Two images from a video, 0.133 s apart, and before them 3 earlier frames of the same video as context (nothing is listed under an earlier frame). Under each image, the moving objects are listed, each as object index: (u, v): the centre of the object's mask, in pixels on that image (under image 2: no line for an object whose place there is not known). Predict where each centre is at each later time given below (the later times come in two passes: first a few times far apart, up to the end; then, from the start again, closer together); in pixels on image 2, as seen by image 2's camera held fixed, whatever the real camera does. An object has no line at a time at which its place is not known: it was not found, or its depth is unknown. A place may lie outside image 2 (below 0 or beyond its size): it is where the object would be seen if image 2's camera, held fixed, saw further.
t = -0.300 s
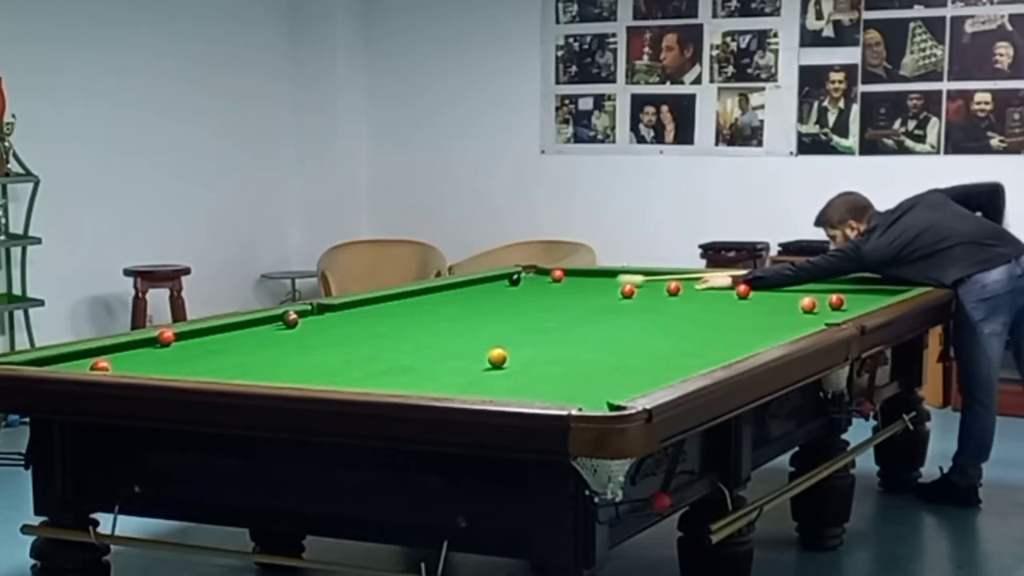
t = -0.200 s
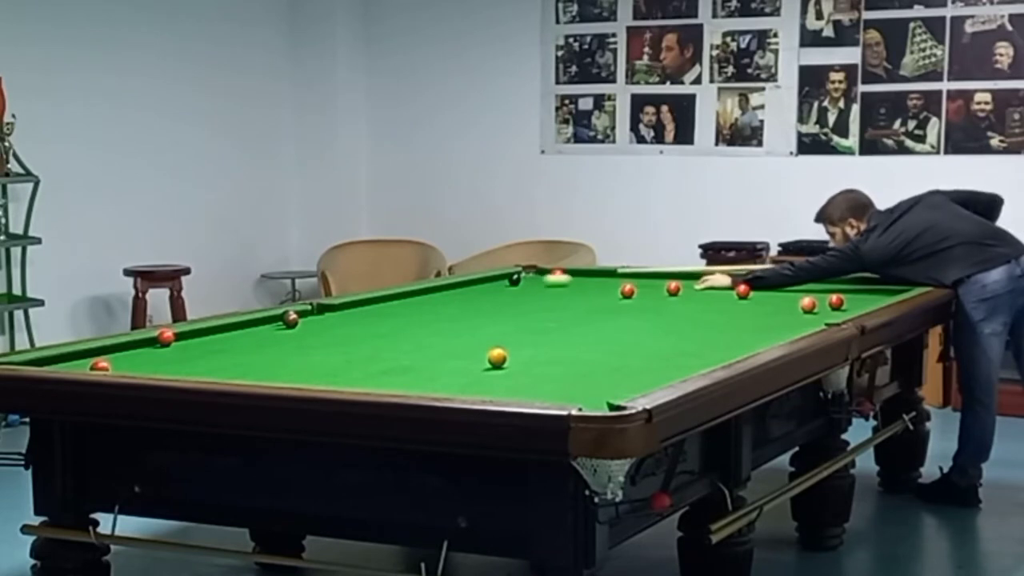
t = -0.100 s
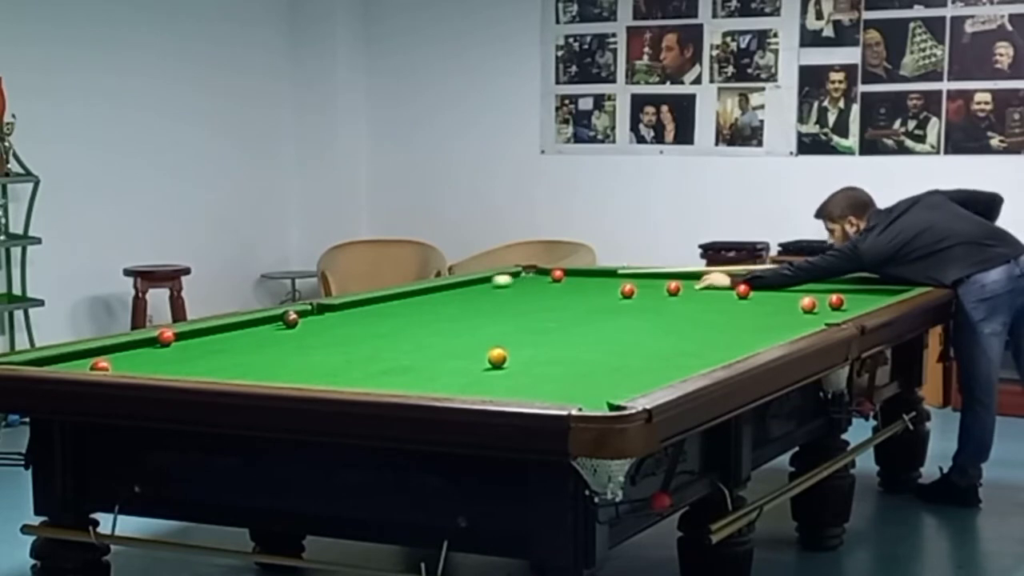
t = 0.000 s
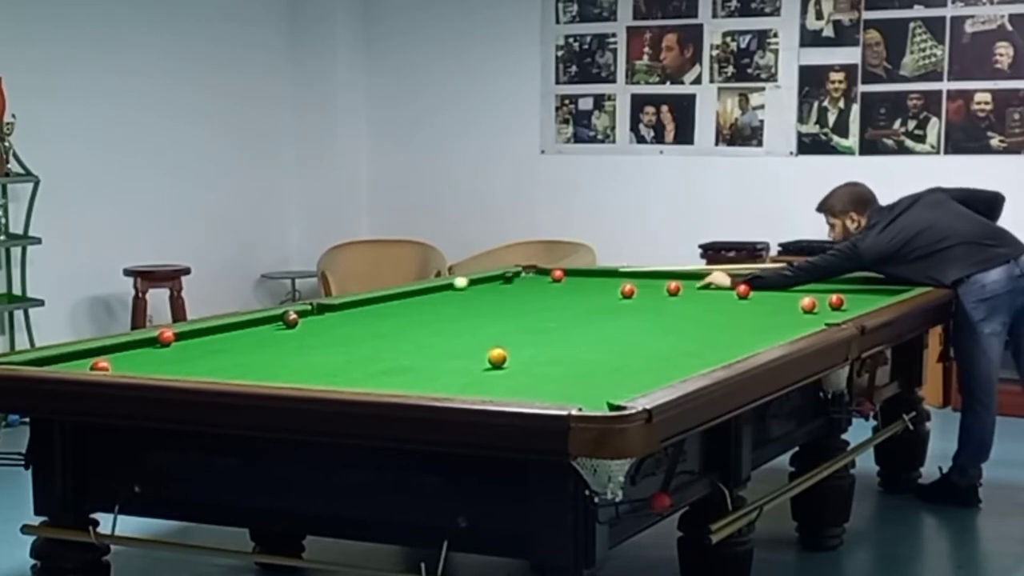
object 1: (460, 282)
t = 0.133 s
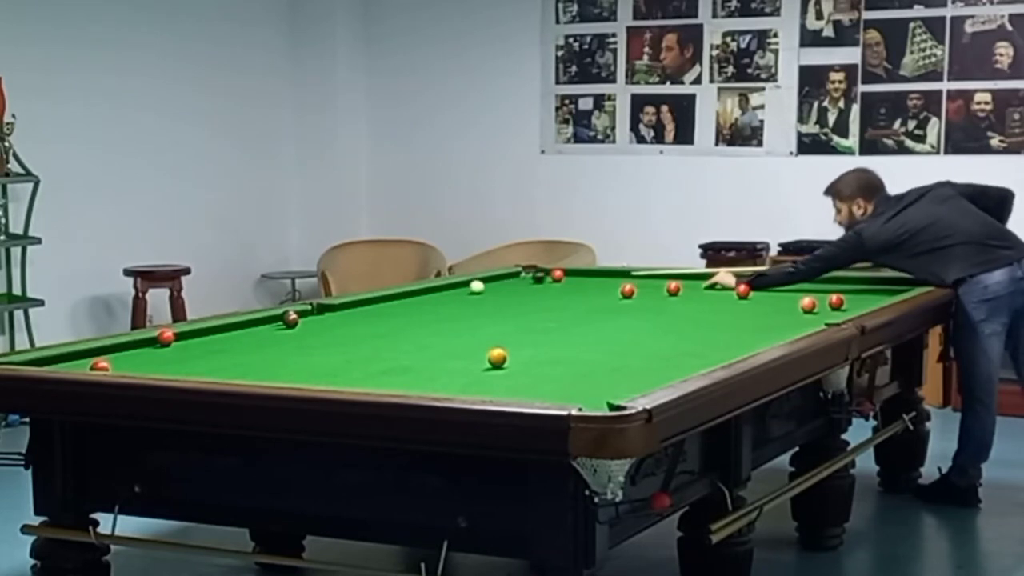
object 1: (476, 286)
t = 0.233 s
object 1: (485, 289)
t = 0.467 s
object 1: (506, 296)
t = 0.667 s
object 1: (524, 302)
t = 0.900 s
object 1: (547, 309)
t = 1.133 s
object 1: (571, 318)
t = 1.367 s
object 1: (596, 326)
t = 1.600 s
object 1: (622, 336)
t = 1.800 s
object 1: (647, 344)
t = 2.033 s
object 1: (676, 355)
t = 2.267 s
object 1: (687, 362)
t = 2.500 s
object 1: (641, 368)
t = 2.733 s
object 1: (595, 371)
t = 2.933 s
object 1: (557, 375)
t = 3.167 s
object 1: (514, 379)
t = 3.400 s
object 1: (472, 383)
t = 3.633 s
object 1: (432, 384)
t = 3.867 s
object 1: (394, 385)
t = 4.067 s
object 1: (373, 384)
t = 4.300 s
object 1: (371, 383)
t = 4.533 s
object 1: (369, 381)
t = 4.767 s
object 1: (367, 379)
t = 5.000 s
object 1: (366, 378)
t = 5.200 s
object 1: (366, 377)
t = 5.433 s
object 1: (365, 375)
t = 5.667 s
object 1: (365, 374)
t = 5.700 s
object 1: (365, 374)
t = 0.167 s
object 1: (480, 287)
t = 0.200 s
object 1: (482, 288)
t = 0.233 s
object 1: (485, 289)
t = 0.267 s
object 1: (488, 290)
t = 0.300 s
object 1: (491, 291)
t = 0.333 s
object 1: (494, 292)
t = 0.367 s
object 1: (497, 293)
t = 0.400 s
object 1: (500, 294)
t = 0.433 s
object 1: (503, 295)
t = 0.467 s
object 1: (506, 296)
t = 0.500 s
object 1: (509, 297)
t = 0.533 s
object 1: (512, 298)
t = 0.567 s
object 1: (515, 299)
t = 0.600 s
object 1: (518, 300)
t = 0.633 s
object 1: (521, 301)
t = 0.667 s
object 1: (524, 302)
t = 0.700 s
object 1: (528, 303)
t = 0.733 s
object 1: (531, 304)
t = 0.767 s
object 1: (534, 305)
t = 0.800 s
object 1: (537, 306)
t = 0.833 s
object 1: (540, 307)
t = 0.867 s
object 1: (544, 308)
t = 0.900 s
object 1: (547, 309)
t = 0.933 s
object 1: (550, 310)
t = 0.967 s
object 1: (554, 312)
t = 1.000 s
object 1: (557, 313)
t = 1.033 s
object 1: (560, 314)
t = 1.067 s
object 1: (564, 315)
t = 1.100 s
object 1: (567, 316)
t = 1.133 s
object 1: (571, 318)
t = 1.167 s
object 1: (574, 319)
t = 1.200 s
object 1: (578, 320)
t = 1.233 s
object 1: (581, 321)
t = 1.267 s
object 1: (585, 323)
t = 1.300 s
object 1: (589, 324)
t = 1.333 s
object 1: (592, 325)
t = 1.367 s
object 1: (596, 326)
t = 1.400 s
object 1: (599, 328)
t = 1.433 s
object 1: (603, 329)
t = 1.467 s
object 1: (607, 330)
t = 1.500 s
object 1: (611, 332)
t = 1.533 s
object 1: (615, 333)
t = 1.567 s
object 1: (619, 334)
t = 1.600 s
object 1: (622, 336)
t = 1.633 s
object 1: (626, 337)
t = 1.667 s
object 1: (630, 338)
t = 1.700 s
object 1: (635, 340)
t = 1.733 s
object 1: (638, 341)
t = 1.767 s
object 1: (643, 343)
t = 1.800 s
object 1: (647, 344)
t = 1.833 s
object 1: (651, 346)
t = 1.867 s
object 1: (655, 347)
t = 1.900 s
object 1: (659, 349)
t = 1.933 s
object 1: (663, 350)
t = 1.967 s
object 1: (668, 352)
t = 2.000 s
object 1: (672, 353)
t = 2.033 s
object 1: (676, 355)
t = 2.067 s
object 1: (681, 356)
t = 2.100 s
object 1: (685, 358)
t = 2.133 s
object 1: (689, 359)
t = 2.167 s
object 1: (693, 359)
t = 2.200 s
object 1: (698, 359)
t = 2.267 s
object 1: (687, 362)
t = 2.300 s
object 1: (680, 363)
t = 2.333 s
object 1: (674, 364)
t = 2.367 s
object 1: (667, 365)
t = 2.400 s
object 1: (660, 366)
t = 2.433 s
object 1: (654, 366)
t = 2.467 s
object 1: (647, 367)
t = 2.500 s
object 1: (641, 368)
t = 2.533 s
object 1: (634, 368)
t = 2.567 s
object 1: (628, 369)
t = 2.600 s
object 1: (621, 369)
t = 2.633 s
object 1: (614, 370)
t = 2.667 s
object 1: (608, 370)
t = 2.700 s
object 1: (601, 371)
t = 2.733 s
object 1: (595, 371)
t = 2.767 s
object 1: (588, 372)
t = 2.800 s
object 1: (582, 372)
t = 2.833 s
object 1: (576, 373)
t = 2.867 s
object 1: (569, 374)
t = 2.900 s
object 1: (563, 374)
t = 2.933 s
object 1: (557, 375)
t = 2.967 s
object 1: (550, 375)
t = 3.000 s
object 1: (544, 376)
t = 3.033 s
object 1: (538, 377)
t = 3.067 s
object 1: (532, 377)
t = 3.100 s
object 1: (526, 378)
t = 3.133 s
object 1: (520, 378)
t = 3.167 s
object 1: (514, 379)
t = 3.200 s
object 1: (507, 379)
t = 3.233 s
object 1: (502, 380)
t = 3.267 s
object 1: (496, 381)
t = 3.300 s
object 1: (489, 381)
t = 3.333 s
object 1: (484, 382)
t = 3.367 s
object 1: (478, 382)
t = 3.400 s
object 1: (472, 383)
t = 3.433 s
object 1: (466, 383)
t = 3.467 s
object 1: (460, 383)
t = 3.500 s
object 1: (454, 383)
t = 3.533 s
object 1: (449, 383)
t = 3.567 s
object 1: (443, 384)
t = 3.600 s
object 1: (437, 384)
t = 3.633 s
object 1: (432, 384)
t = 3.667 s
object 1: (426, 384)
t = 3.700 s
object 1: (420, 385)
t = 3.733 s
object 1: (415, 385)
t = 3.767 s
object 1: (410, 385)
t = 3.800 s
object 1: (404, 385)
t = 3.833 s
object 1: (399, 385)
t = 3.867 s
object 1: (394, 385)
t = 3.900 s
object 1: (389, 385)
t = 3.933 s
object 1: (383, 385)
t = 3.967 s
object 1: (378, 385)
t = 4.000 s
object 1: (373, 385)
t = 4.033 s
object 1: (373, 385)
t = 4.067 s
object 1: (373, 384)
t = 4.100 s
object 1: (373, 384)
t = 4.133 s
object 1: (372, 384)
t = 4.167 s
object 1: (372, 384)
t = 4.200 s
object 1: (372, 384)
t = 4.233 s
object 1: (371, 383)
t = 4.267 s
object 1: (371, 383)
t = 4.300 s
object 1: (371, 383)
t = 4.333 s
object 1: (370, 383)
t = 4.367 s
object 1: (370, 382)
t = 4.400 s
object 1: (370, 382)
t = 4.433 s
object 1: (369, 382)
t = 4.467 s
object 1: (369, 382)
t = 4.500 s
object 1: (369, 381)
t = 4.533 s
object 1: (369, 381)
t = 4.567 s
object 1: (368, 381)
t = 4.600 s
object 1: (368, 381)
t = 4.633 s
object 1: (368, 380)
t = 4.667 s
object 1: (368, 380)
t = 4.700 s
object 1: (368, 380)
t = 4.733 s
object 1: (368, 380)
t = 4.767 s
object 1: (367, 379)
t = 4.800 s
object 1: (367, 379)
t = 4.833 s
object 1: (367, 379)
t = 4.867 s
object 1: (367, 379)
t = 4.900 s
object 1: (367, 378)
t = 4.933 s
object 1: (367, 378)
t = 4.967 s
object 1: (367, 378)
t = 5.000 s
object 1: (366, 378)
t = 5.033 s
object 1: (366, 377)
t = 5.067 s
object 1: (366, 377)
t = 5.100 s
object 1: (366, 377)
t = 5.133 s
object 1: (366, 377)
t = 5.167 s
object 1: (366, 377)
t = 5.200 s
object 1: (366, 377)
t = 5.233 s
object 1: (366, 376)
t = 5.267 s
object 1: (366, 376)
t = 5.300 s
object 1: (365, 376)
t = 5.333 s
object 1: (365, 376)
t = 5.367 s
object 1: (365, 376)
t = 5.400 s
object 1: (365, 375)
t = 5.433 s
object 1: (365, 375)
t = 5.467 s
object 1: (365, 375)
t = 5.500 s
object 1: (365, 375)
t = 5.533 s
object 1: (365, 375)
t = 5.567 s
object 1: (365, 374)
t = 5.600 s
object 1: (365, 374)
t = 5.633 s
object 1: (365, 374)
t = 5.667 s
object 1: (365, 374)
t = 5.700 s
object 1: (365, 374)
